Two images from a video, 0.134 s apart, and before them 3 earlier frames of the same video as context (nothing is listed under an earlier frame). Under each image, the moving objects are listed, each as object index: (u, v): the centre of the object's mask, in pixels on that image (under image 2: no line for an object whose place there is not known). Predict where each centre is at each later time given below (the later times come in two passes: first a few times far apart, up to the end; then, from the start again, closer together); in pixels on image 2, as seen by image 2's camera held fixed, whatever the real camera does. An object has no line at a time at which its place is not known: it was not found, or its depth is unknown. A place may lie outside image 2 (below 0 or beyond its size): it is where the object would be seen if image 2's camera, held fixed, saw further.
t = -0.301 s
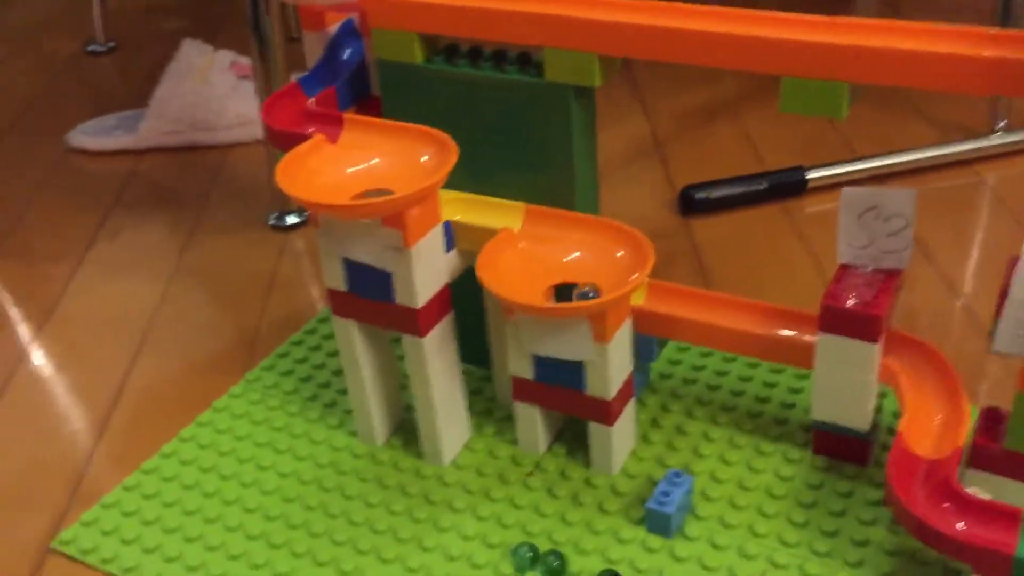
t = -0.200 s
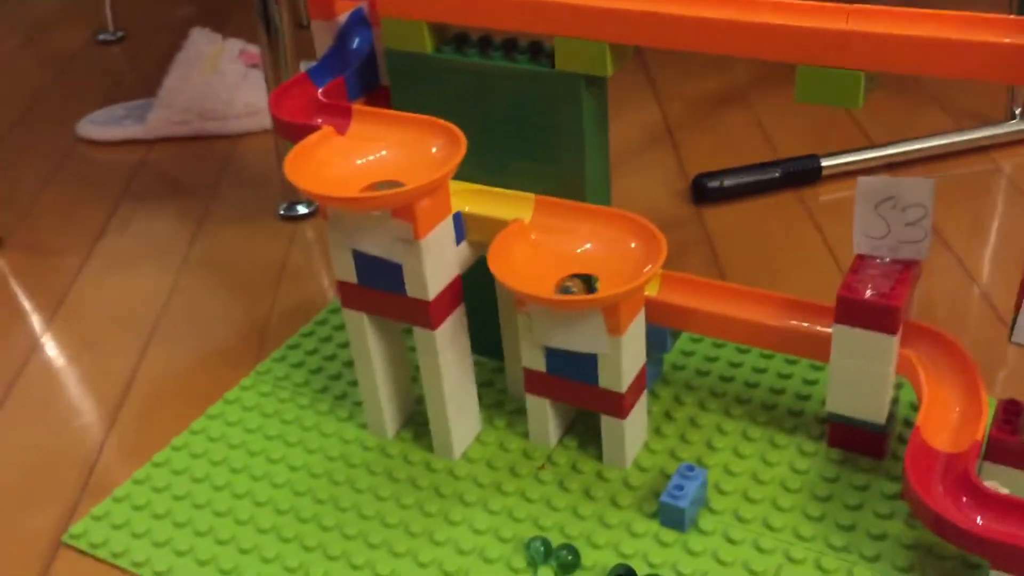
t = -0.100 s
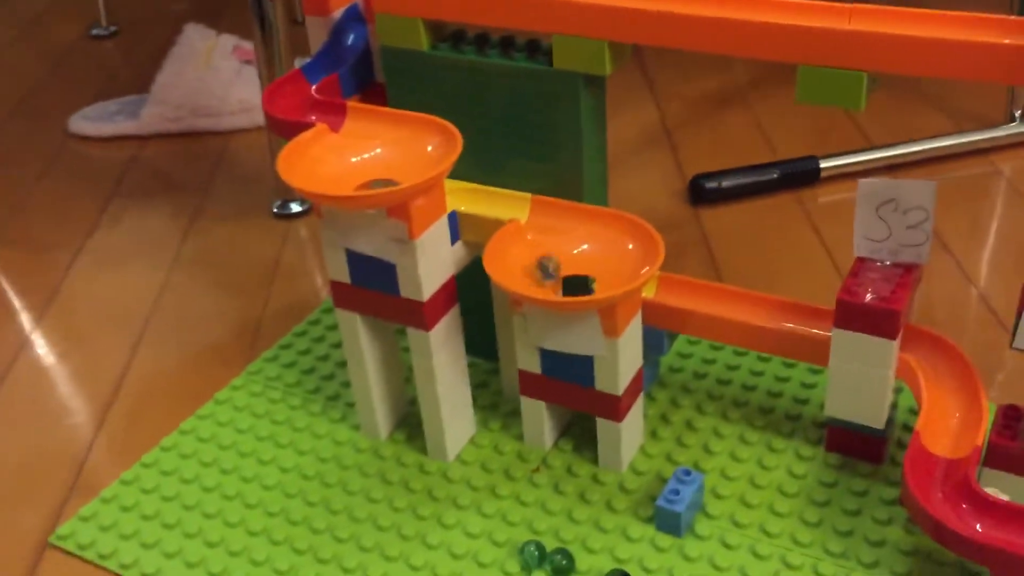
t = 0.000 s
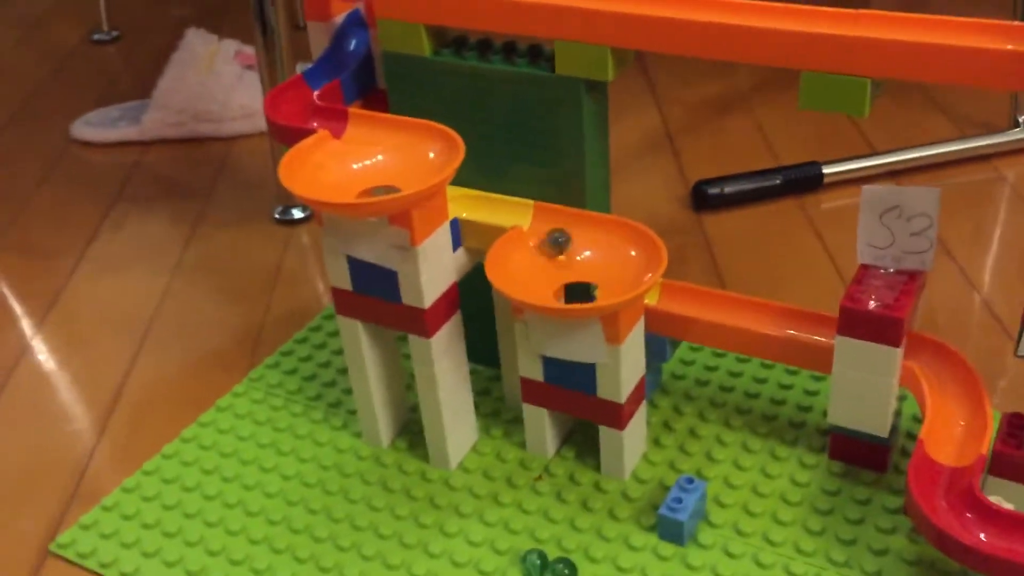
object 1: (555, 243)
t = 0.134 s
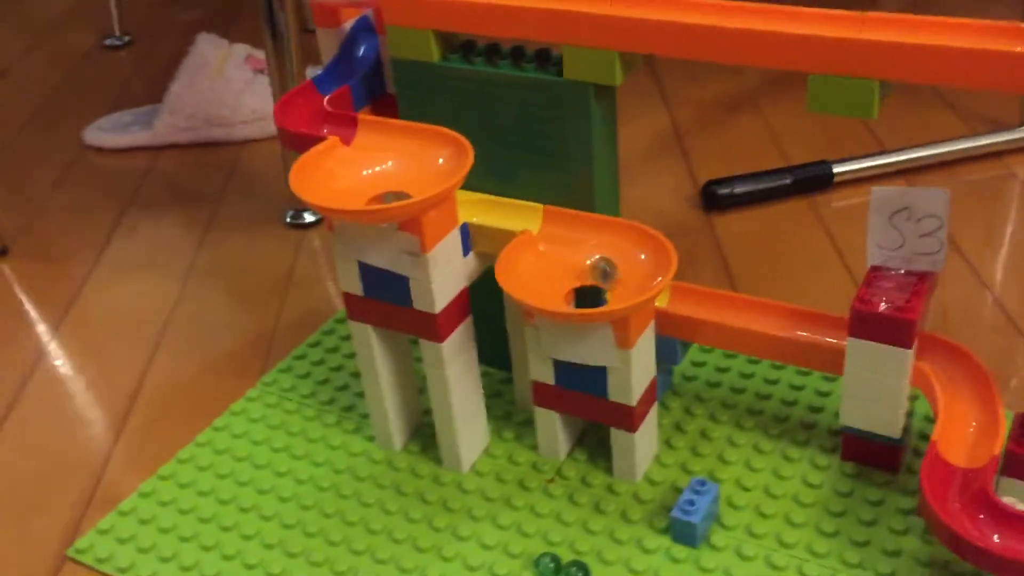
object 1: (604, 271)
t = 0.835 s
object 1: (595, 299)
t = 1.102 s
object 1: (576, 264)
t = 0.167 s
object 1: (608, 286)
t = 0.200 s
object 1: (611, 290)
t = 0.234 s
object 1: (609, 297)
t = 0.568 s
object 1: (571, 250)
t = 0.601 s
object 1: (579, 248)
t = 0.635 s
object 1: (588, 252)
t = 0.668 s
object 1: (596, 262)
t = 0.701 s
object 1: (604, 271)
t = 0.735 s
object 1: (606, 285)
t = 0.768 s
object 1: (606, 292)
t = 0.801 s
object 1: (601, 297)
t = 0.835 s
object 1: (595, 299)
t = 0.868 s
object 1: (591, 297)
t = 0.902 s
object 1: (582, 300)
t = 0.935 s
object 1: (577, 300)
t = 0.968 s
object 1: (571, 298)
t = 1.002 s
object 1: (569, 293)
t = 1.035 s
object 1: (568, 286)
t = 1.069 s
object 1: (572, 275)
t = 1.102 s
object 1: (576, 264)
